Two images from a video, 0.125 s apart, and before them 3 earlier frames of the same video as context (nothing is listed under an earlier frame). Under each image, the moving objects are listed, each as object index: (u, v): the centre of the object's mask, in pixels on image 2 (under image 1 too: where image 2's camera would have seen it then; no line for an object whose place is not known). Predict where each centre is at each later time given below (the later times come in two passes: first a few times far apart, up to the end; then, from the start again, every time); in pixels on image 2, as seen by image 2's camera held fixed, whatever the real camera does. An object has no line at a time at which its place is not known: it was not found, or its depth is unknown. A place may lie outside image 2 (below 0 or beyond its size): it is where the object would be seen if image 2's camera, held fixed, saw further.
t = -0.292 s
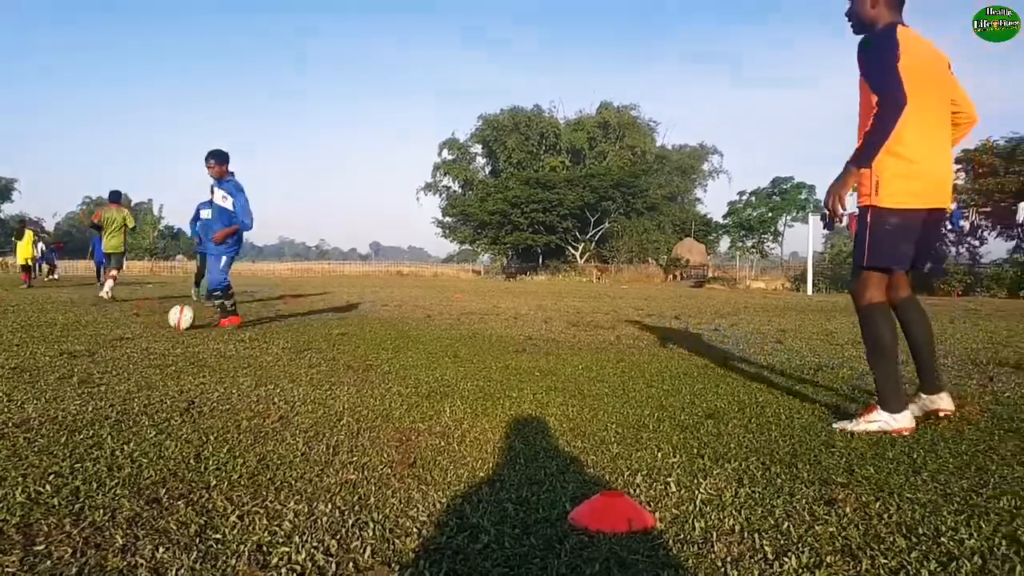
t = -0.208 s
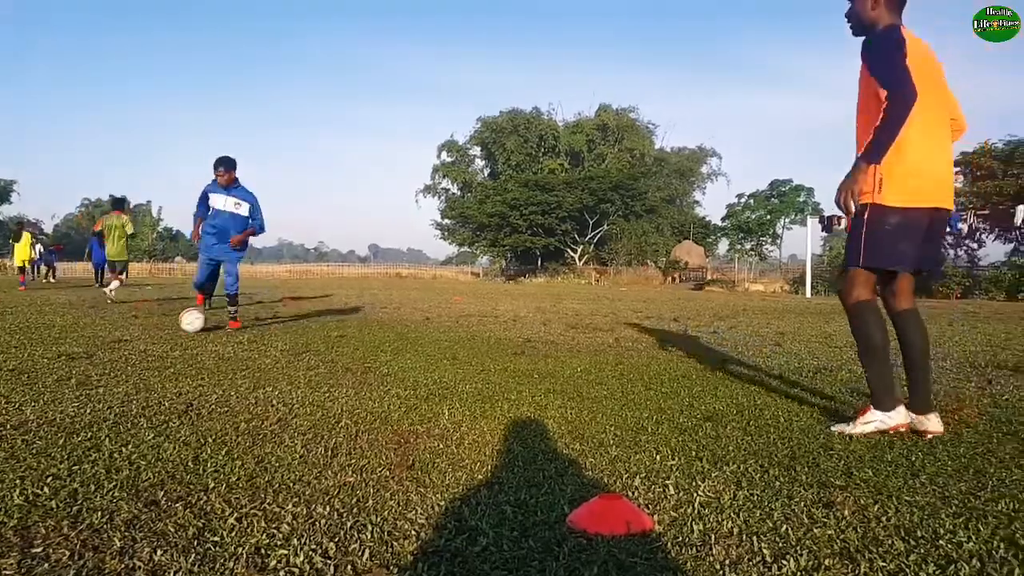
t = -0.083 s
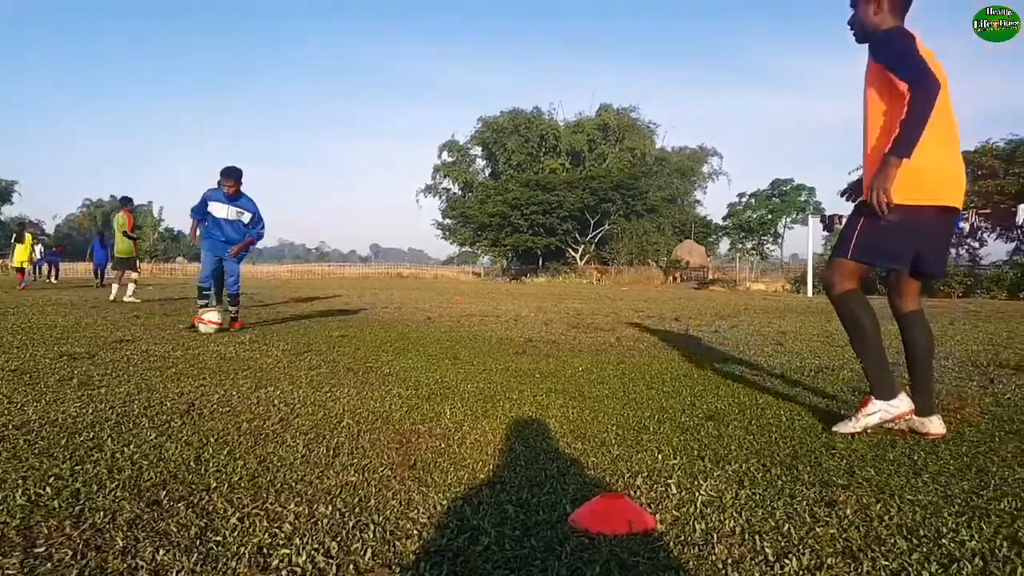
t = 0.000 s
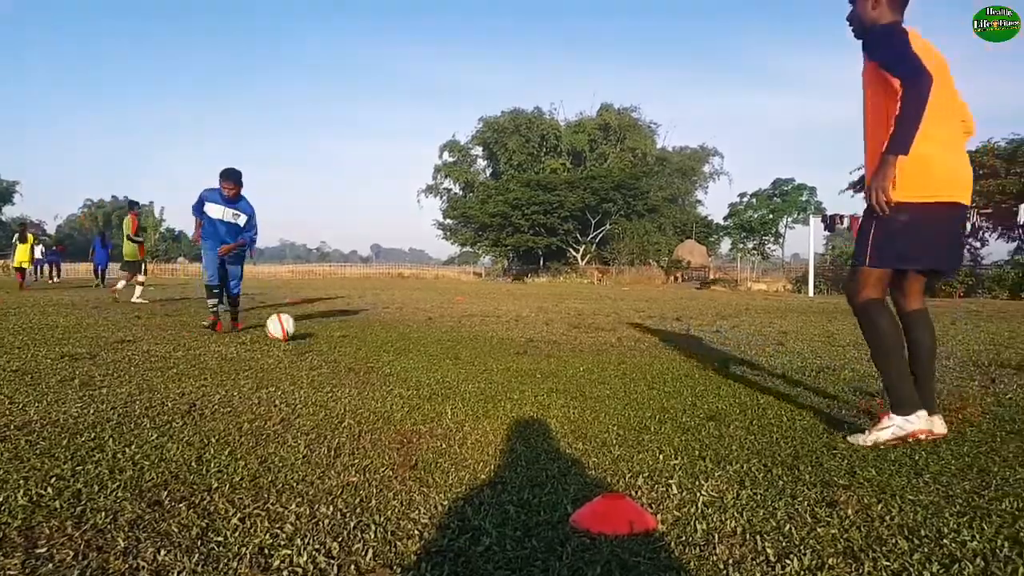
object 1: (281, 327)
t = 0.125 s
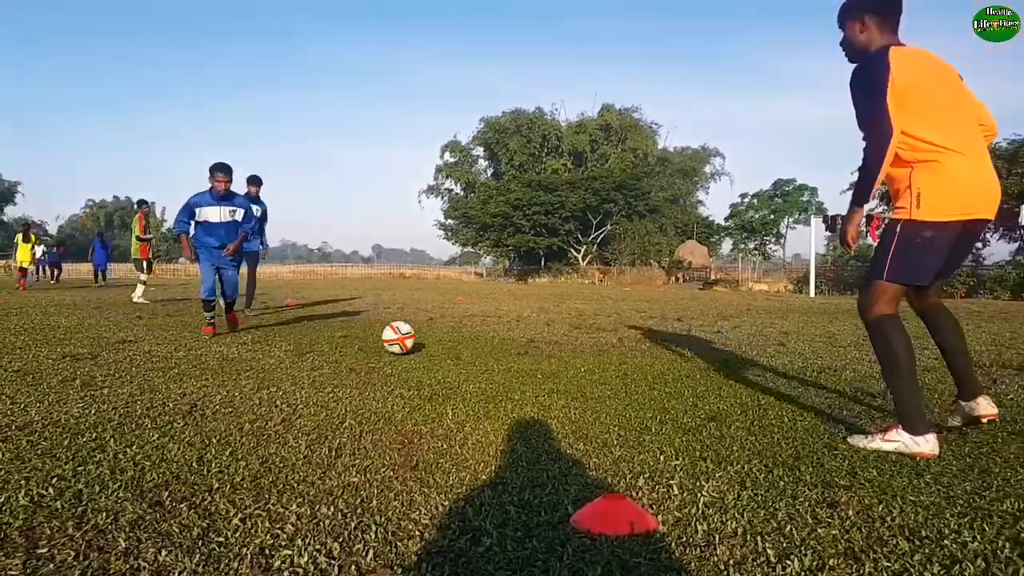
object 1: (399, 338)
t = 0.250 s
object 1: (499, 346)
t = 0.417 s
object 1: (675, 366)
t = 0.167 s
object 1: (417, 338)
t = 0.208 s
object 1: (458, 342)
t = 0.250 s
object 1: (499, 346)
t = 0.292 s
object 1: (536, 338)
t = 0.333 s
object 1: (579, 339)
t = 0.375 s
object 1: (624, 347)
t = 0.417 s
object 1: (675, 366)
